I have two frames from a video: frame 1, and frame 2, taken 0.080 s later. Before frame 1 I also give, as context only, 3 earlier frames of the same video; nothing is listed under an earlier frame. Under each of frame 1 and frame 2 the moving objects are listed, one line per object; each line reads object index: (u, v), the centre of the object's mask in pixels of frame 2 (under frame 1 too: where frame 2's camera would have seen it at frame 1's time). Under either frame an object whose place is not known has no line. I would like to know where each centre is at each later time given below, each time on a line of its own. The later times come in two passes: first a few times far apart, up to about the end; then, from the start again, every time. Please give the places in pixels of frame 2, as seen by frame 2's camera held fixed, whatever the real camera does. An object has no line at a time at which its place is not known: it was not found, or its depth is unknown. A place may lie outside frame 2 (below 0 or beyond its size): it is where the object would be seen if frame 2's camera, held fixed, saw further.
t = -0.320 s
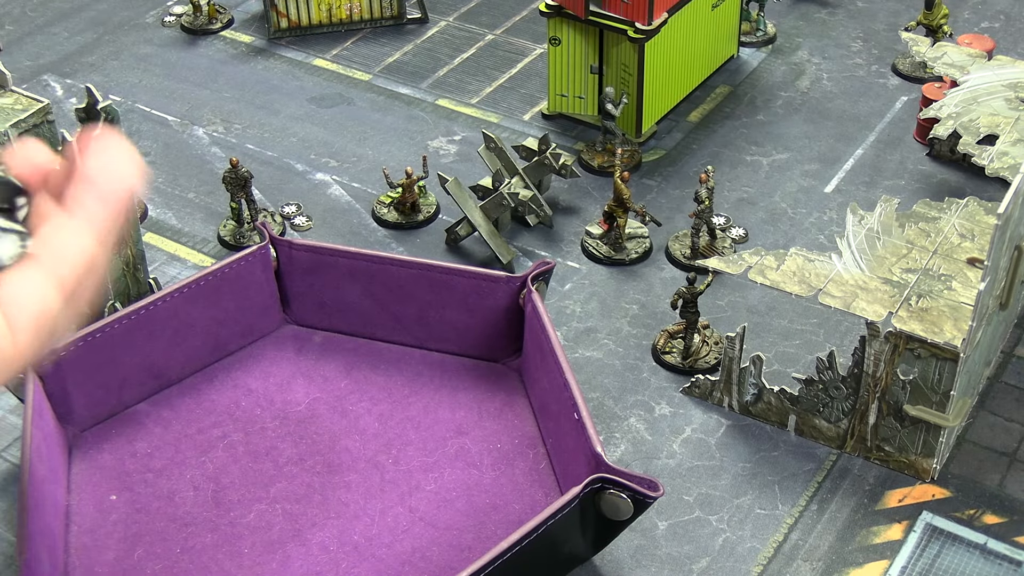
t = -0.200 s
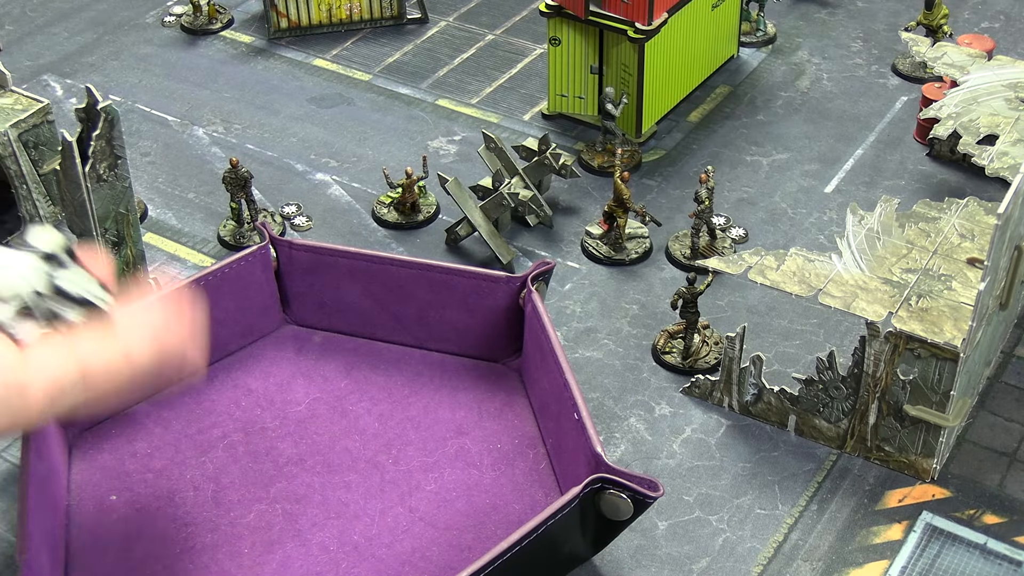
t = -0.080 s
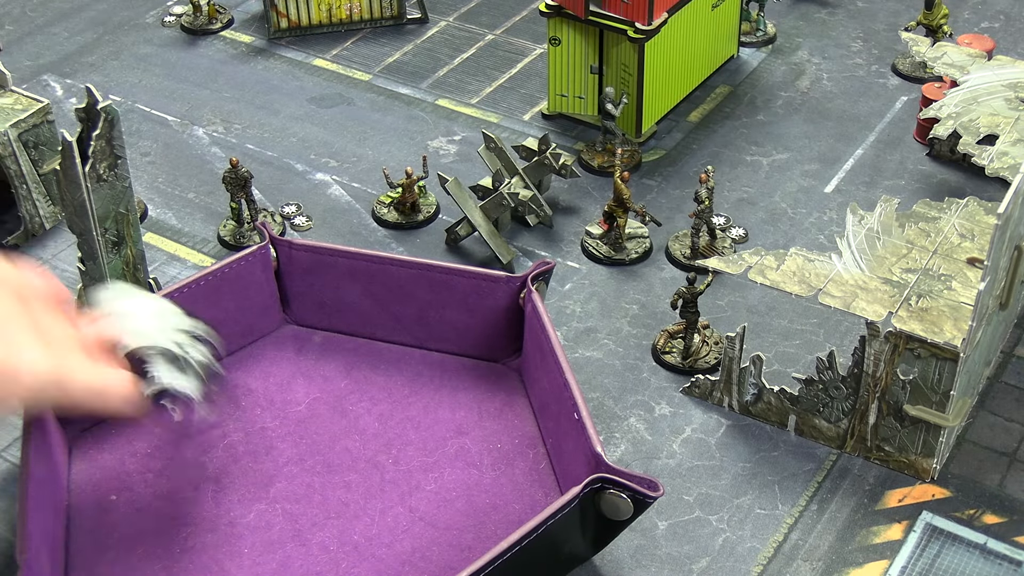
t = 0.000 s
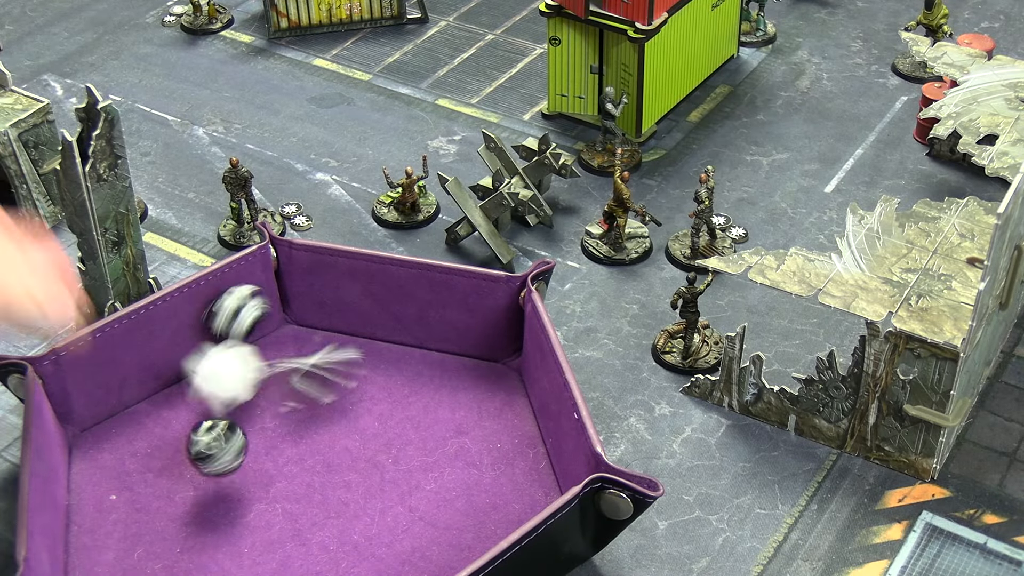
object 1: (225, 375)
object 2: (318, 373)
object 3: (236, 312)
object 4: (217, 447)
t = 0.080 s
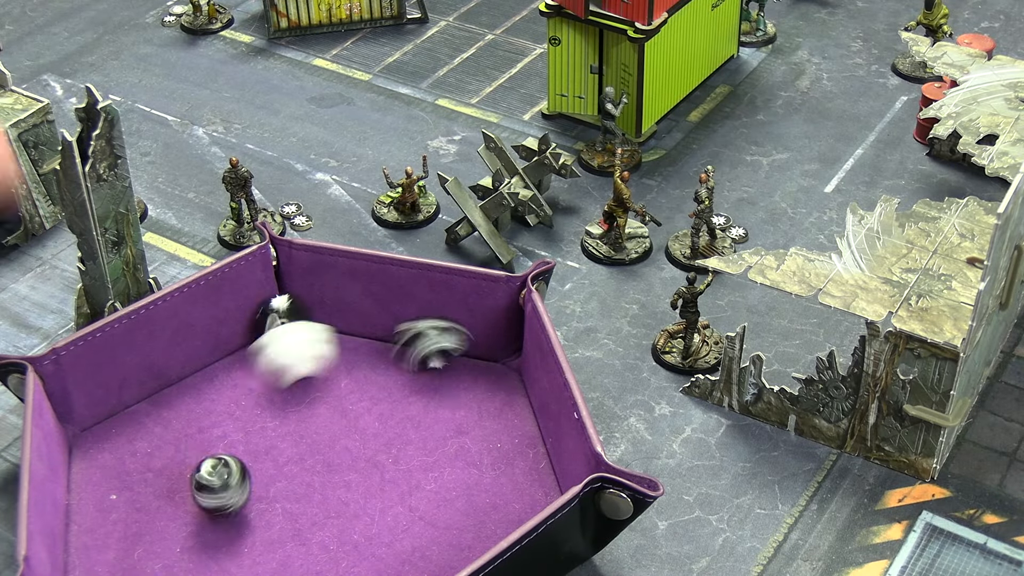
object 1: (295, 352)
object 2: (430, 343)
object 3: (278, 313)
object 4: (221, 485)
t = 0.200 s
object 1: (387, 337)
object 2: (497, 375)
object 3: (303, 325)
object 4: (221, 527)
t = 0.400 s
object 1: (466, 352)
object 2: (508, 431)
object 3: (301, 325)
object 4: (194, 561)
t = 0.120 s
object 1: (333, 343)
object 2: (469, 351)
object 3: (288, 317)
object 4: (224, 500)
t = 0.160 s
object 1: (364, 335)
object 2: (496, 362)
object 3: (297, 323)
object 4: (222, 515)
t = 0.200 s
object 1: (387, 337)
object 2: (497, 375)
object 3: (303, 325)
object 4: (221, 527)
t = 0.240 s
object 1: (404, 342)
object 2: (497, 387)
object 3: (303, 325)
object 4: (216, 538)
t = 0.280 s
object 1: (422, 347)
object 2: (496, 402)
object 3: (299, 324)
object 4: (208, 547)
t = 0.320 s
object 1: (437, 351)
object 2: (499, 410)
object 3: (302, 326)
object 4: (204, 553)
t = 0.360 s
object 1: (452, 352)
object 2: (503, 421)
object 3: (302, 326)
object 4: (199, 558)
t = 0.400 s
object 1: (466, 352)
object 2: (508, 431)
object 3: (301, 325)
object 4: (194, 561)
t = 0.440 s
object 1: (476, 358)
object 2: (509, 436)
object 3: (302, 325)
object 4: (185, 563)
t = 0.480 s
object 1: (482, 364)
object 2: (512, 438)
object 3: (301, 325)
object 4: (179, 565)
